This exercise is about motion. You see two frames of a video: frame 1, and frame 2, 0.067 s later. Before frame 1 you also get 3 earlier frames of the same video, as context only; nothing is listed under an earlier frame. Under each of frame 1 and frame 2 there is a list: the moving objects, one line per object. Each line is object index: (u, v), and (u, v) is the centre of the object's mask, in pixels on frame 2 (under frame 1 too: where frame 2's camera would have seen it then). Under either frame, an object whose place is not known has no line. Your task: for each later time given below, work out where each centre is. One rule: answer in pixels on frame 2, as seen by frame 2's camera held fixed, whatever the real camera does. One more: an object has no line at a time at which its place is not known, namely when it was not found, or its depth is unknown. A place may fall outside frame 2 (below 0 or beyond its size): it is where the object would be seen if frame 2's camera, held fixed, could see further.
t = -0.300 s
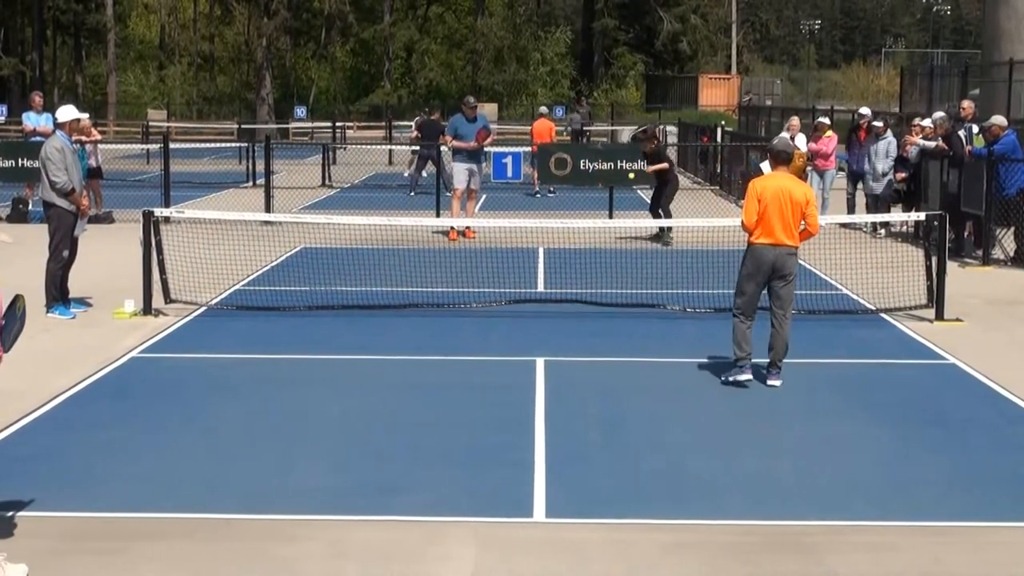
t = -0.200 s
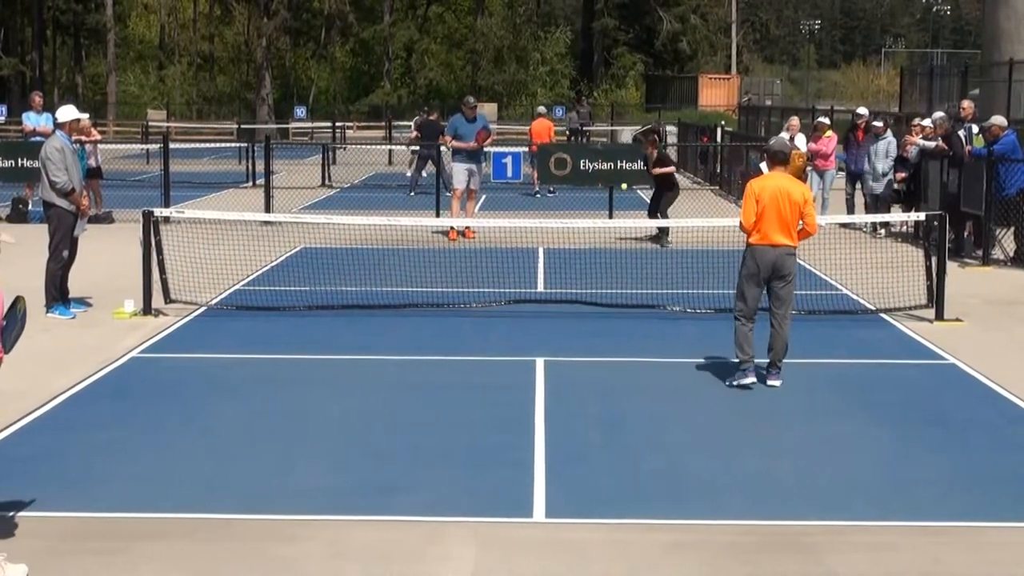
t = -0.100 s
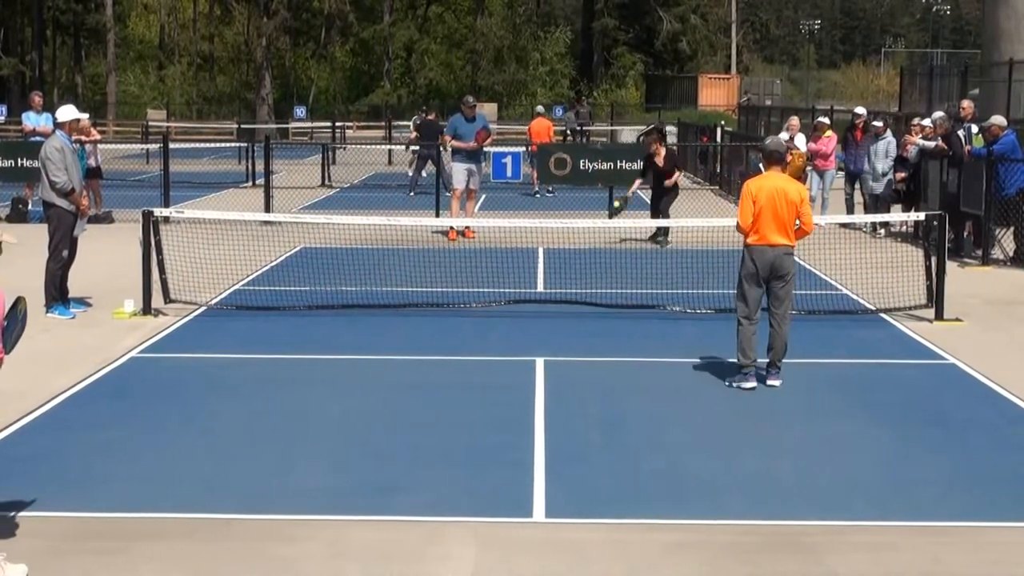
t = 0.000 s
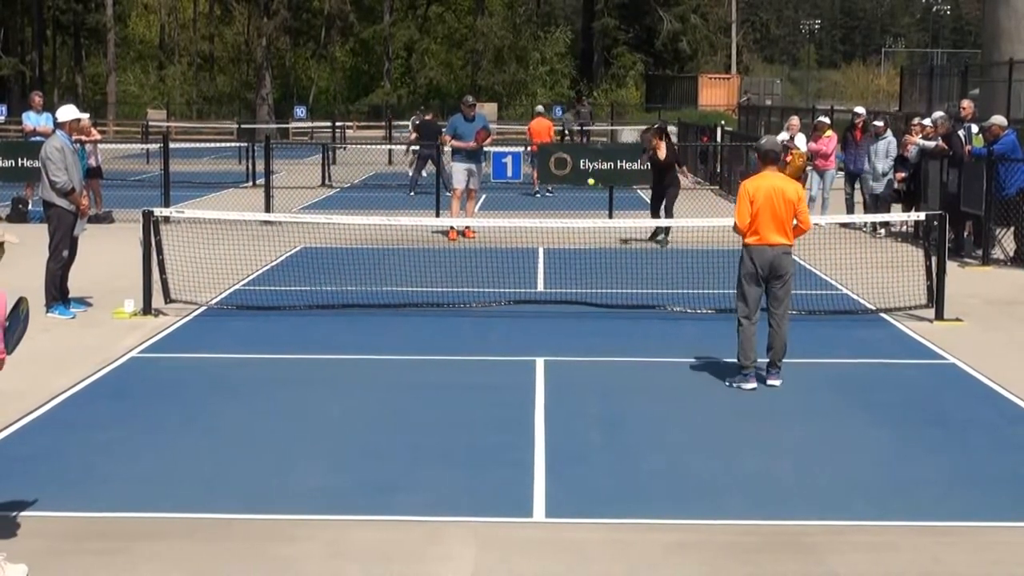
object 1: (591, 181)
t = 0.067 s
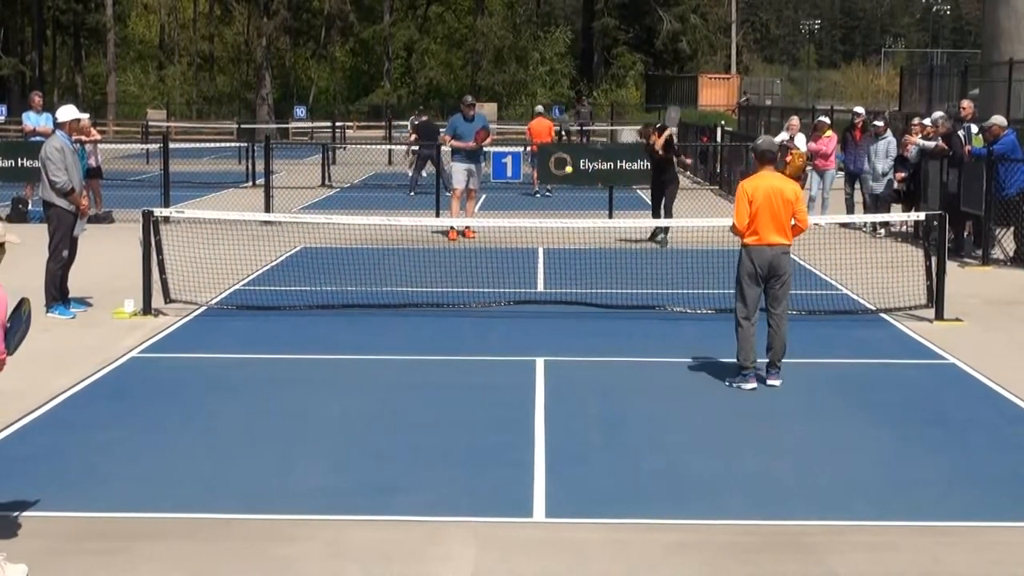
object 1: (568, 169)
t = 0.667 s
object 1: (184, 358)
